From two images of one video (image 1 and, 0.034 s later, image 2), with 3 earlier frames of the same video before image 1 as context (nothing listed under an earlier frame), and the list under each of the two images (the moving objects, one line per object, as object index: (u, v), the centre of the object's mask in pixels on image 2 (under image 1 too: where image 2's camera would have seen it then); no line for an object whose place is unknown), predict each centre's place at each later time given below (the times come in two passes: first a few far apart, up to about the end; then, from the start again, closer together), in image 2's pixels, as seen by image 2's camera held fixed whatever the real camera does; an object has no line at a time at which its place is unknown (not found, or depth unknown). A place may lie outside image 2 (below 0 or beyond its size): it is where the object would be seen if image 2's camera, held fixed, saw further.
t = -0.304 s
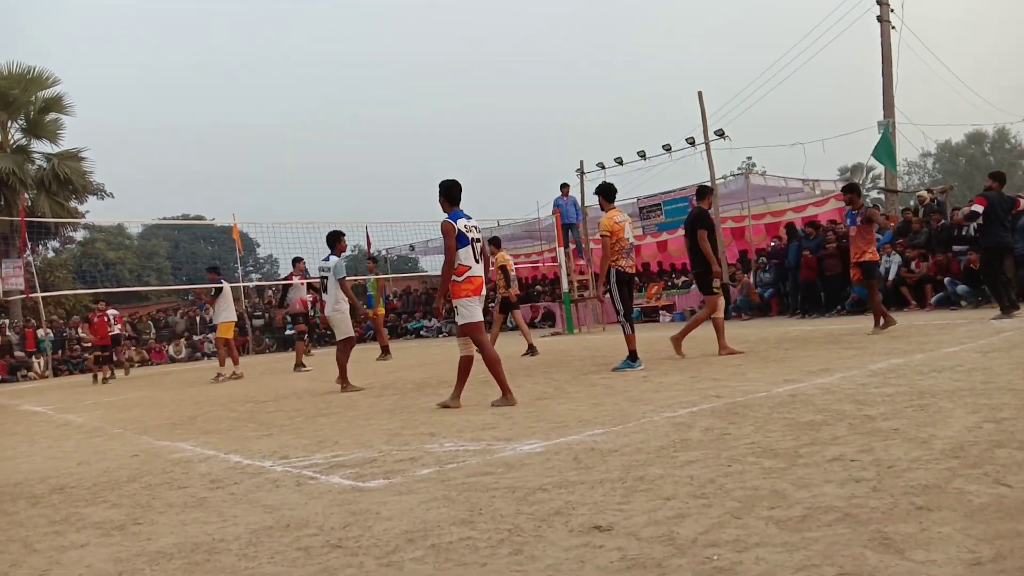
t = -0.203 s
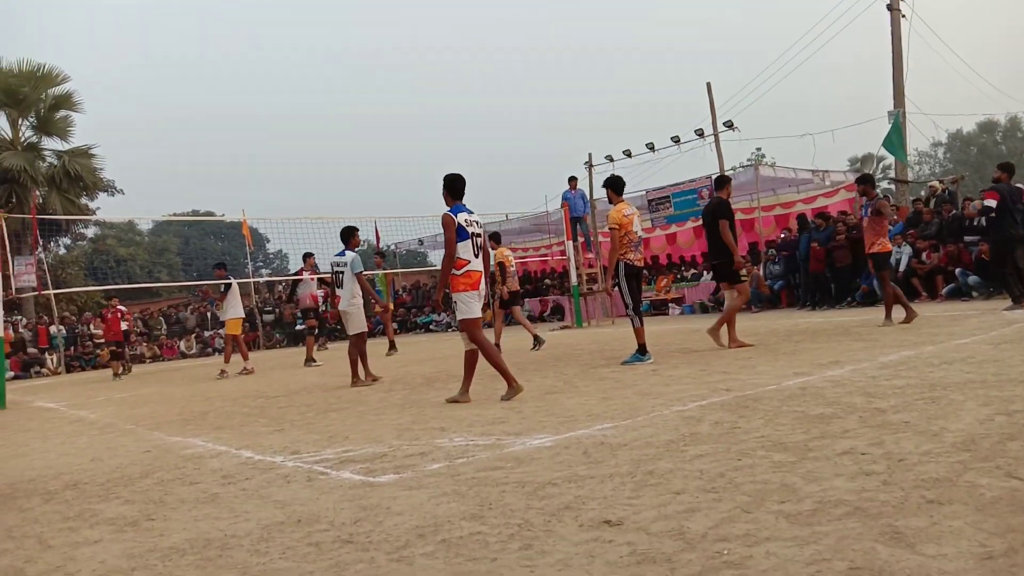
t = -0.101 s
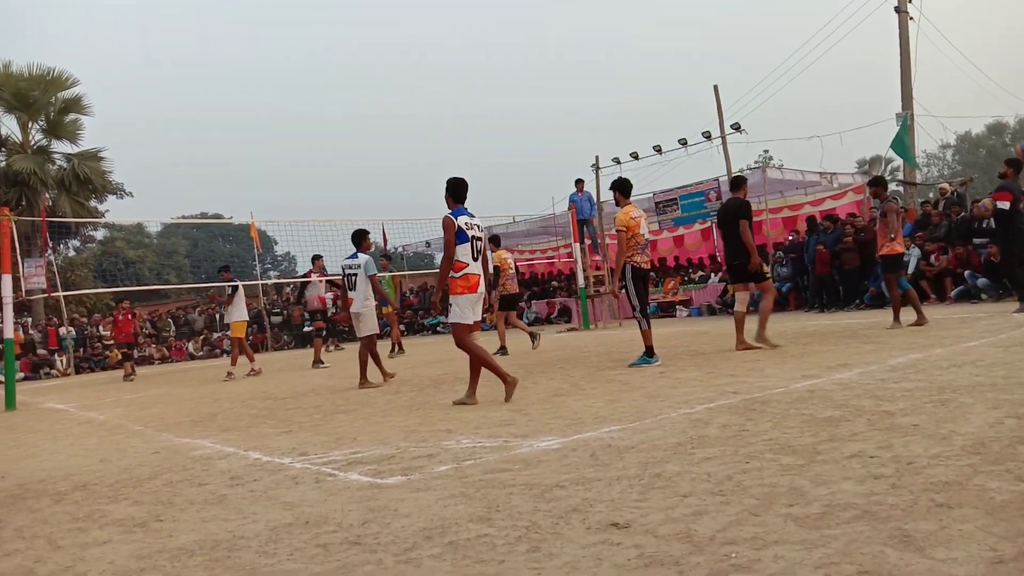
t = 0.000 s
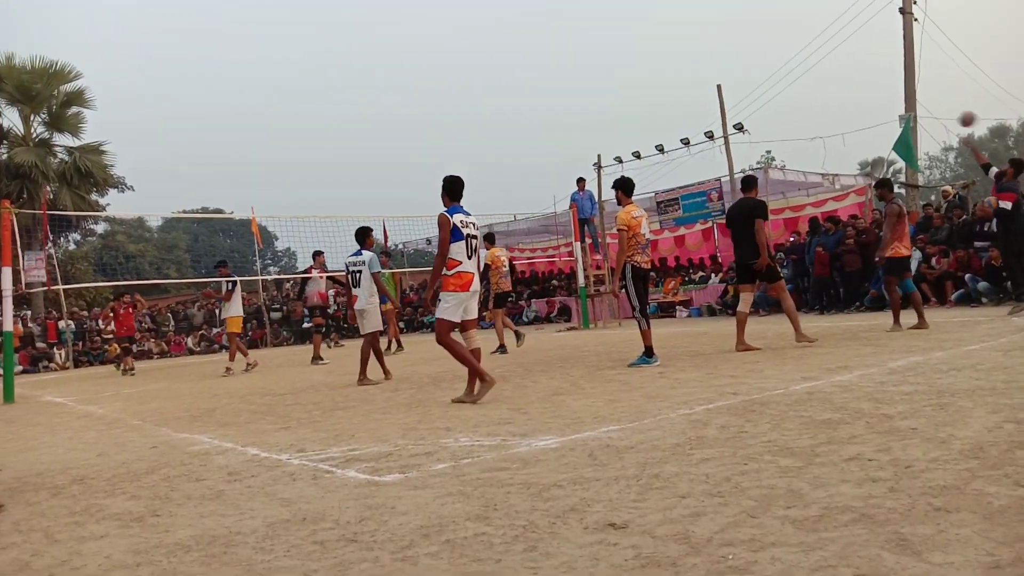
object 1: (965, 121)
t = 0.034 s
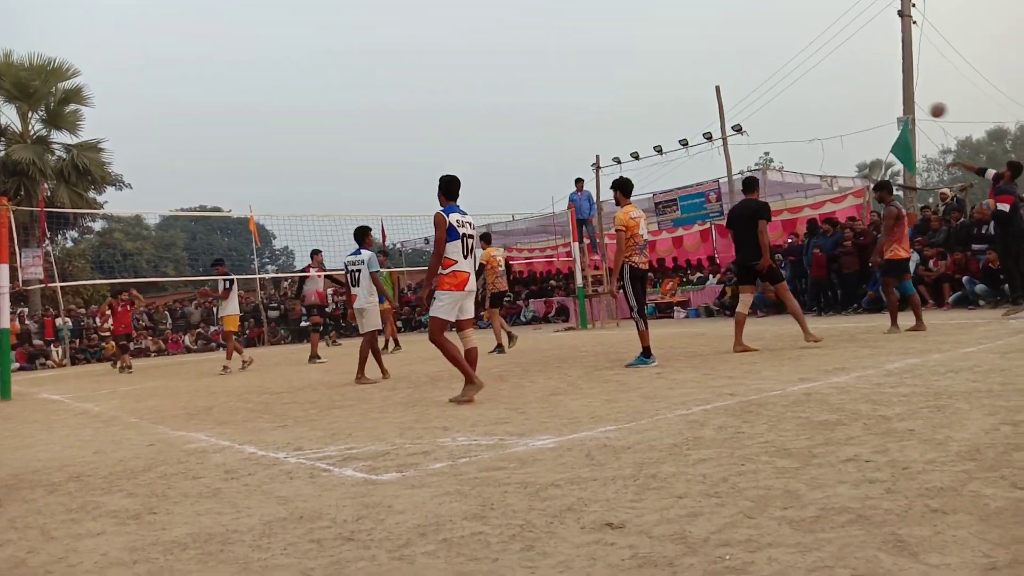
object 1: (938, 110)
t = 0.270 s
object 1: (772, 56)
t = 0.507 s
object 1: (643, 41)
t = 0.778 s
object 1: (527, 60)
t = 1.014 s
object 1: (446, 102)
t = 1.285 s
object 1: (367, 170)
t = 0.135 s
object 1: (862, 81)
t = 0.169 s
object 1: (837, 74)
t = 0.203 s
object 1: (815, 68)
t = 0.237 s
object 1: (793, 61)
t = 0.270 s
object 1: (772, 56)
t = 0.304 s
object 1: (752, 52)
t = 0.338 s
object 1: (733, 48)
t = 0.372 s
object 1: (713, 45)
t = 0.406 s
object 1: (694, 43)
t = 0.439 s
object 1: (675, 42)
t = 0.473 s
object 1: (659, 41)
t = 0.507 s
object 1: (643, 41)
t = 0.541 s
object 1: (626, 41)
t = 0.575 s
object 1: (611, 43)
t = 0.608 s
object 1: (595, 44)
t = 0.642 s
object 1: (581, 46)
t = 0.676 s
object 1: (566, 49)
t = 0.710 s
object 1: (553, 52)
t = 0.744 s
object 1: (540, 56)
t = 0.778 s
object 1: (527, 60)
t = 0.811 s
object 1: (514, 65)
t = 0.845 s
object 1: (502, 69)
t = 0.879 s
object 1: (490, 76)
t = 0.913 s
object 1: (478, 83)
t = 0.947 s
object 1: (468, 90)
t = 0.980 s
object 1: (457, 95)
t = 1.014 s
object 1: (446, 102)
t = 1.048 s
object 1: (434, 109)
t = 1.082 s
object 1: (425, 114)
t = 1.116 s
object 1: (414, 124)
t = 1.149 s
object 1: (404, 134)
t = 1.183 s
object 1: (395, 141)
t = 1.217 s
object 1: (385, 152)
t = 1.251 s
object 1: (376, 161)
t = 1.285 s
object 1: (367, 170)
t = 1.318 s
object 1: (358, 180)
